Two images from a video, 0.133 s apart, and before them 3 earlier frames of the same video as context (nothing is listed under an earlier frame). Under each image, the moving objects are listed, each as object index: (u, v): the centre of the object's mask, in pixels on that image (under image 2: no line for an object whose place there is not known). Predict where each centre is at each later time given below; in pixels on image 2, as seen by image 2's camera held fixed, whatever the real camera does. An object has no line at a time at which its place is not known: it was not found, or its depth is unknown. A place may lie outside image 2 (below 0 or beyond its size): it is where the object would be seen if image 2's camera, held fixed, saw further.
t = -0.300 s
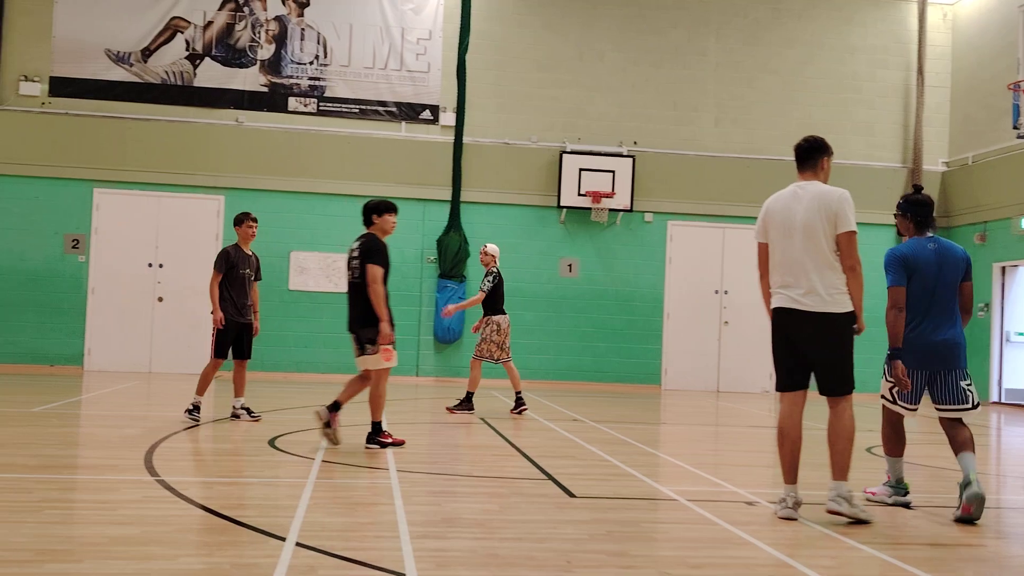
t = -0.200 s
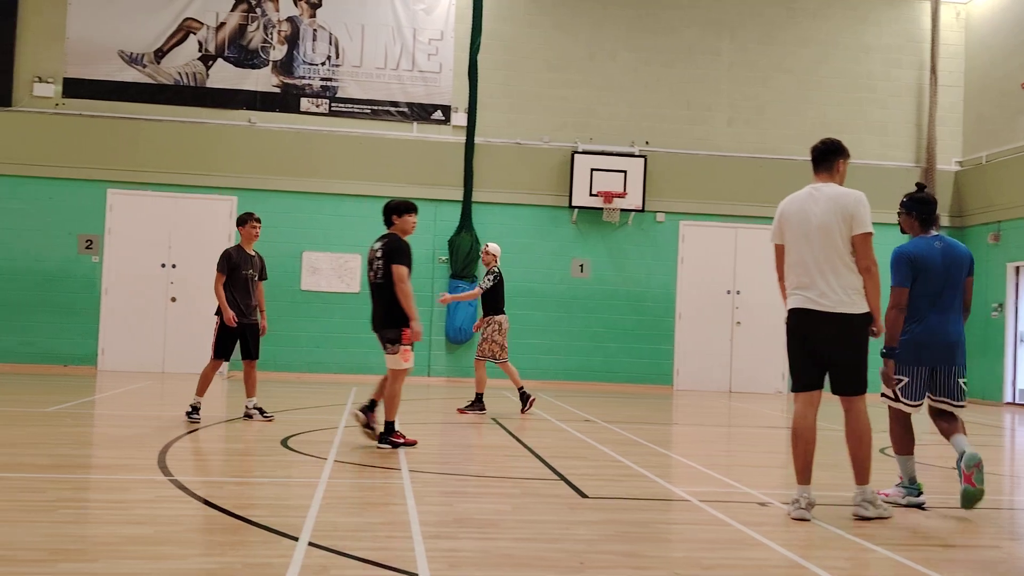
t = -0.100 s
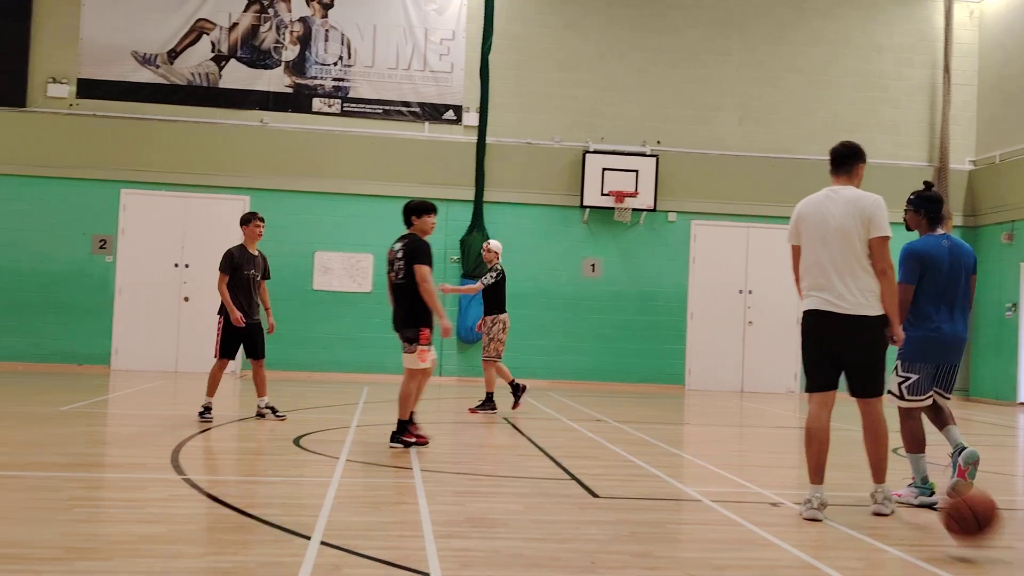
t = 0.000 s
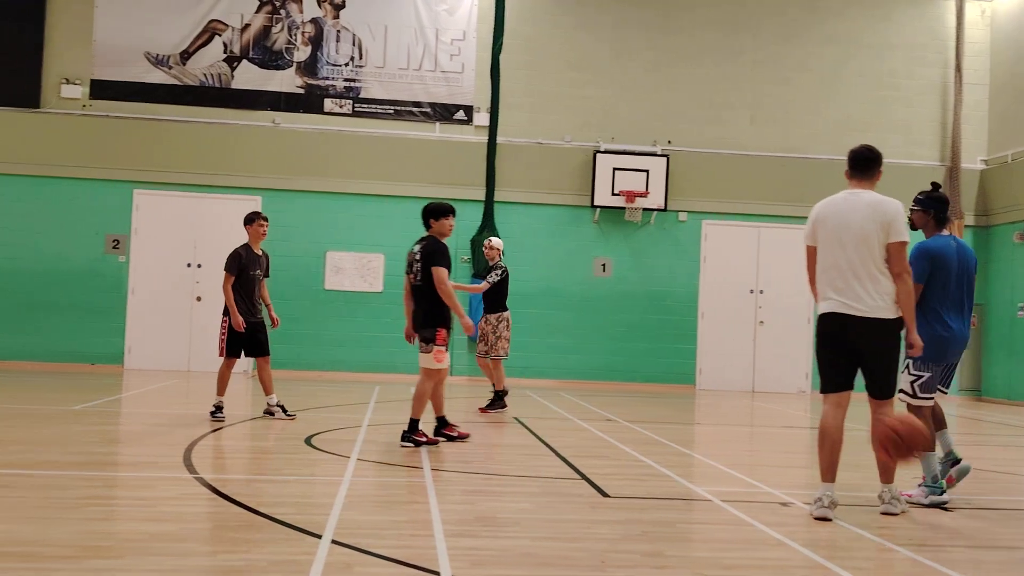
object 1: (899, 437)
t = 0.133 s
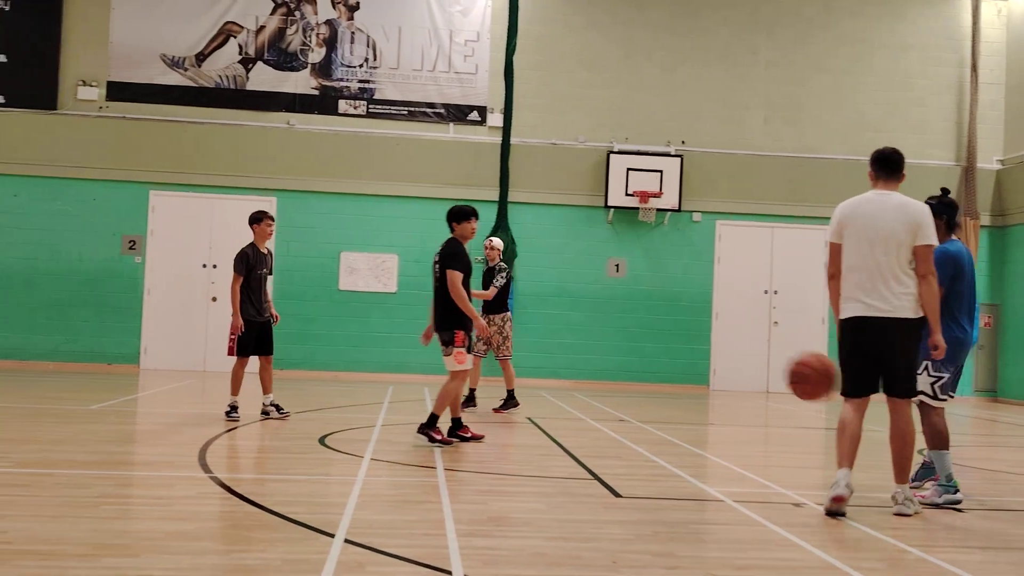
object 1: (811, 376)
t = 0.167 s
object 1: (785, 368)
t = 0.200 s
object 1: (760, 362)
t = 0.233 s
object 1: (743, 358)
